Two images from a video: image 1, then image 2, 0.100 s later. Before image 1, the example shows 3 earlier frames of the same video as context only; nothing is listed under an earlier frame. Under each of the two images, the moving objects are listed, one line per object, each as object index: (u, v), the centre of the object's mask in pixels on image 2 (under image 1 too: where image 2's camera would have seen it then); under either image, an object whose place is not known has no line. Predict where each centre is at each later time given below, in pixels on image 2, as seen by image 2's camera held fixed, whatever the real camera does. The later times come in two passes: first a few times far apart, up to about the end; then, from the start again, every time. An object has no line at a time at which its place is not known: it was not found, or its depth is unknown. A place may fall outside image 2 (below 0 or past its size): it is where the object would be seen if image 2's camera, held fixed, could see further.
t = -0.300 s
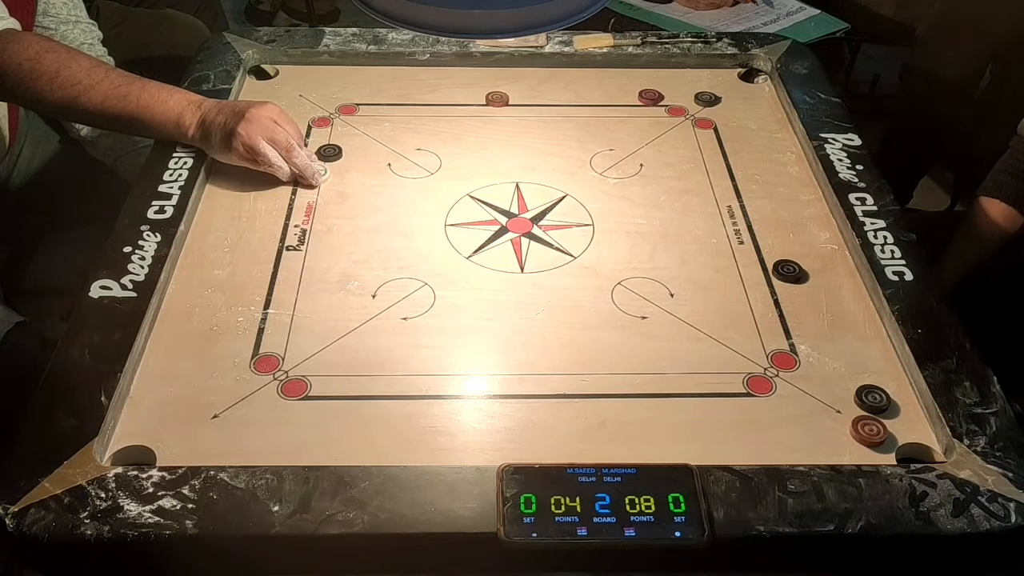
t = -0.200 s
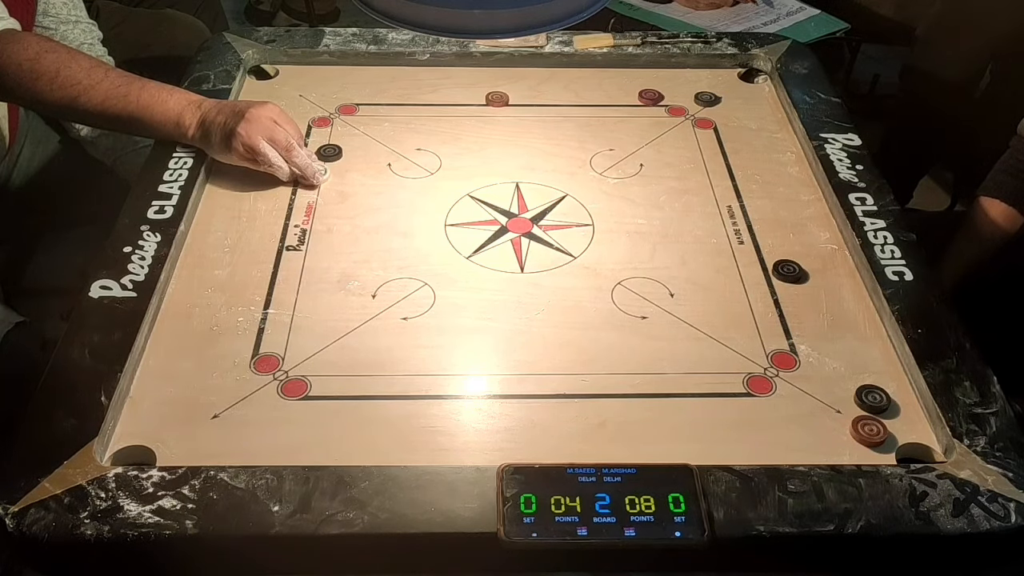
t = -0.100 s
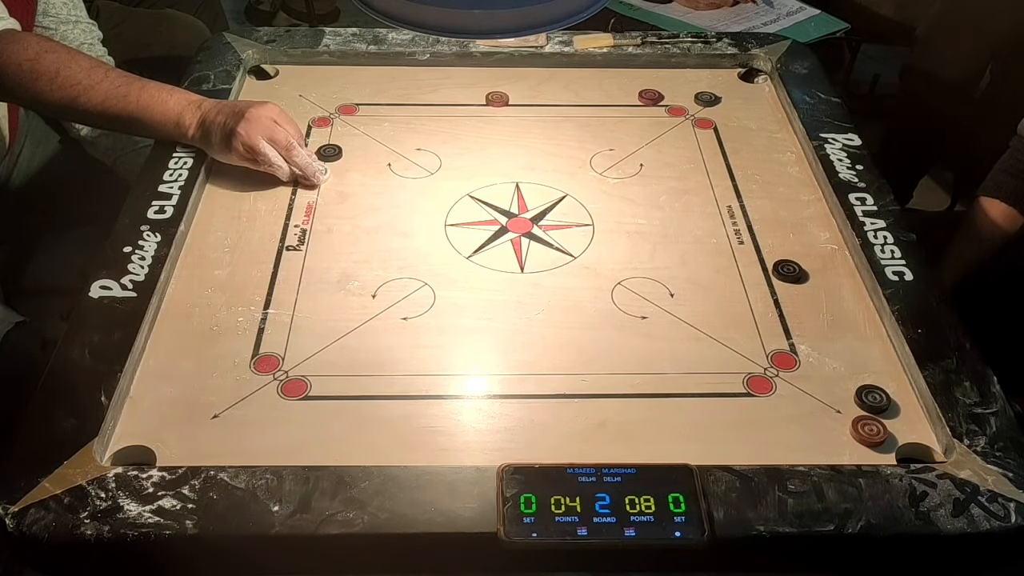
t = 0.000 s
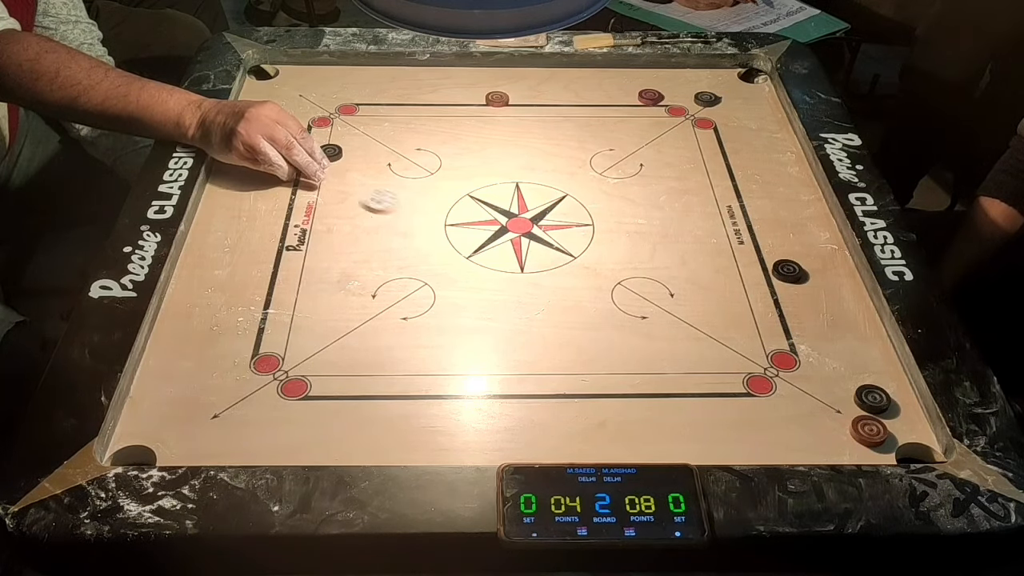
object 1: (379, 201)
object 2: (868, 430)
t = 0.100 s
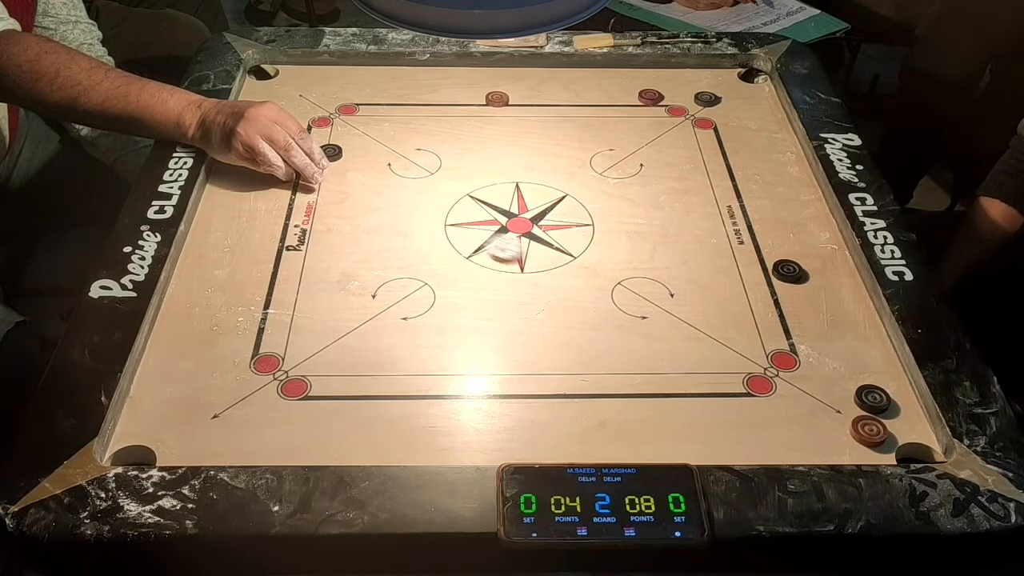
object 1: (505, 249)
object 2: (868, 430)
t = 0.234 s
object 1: (683, 317)
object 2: (868, 430)
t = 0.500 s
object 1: (850, 391)
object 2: (836, 423)
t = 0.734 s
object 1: (786, 386)
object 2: (781, 430)
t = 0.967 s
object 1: (783, 385)
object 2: (781, 430)
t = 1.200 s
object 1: (783, 385)
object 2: (781, 430)
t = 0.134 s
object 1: (551, 265)
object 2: (868, 430)
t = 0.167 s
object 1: (592, 283)
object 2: (868, 430)
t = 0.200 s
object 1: (635, 299)
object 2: (868, 430)
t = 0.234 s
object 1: (683, 317)
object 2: (868, 430)
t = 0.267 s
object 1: (726, 334)
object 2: (868, 430)
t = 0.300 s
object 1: (772, 351)
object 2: (868, 430)
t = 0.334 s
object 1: (817, 367)
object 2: (868, 430)
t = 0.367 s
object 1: (854, 379)
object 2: (868, 430)
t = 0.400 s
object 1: (880, 384)
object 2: (868, 431)
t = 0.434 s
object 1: (883, 387)
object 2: (859, 429)
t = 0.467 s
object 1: (866, 390)
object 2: (851, 428)
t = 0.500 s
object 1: (850, 391)
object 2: (836, 423)
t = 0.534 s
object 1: (836, 391)
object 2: (824, 418)
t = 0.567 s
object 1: (823, 391)
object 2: (811, 421)
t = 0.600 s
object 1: (813, 389)
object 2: (801, 424)
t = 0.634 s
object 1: (803, 389)
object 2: (793, 427)
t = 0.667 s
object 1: (796, 387)
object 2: (787, 428)
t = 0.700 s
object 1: (790, 386)
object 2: (783, 430)
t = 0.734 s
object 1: (786, 386)
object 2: (781, 430)
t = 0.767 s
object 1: (784, 385)
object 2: (781, 430)
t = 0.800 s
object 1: (783, 385)
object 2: (781, 430)
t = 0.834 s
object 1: (783, 385)
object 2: (781, 430)
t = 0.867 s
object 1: (783, 385)
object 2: (781, 430)
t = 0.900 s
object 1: (783, 385)
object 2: (781, 430)
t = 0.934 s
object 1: (783, 385)
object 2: (781, 430)
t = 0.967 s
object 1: (783, 385)
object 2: (781, 430)
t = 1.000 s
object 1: (783, 385)
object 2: (781, 430)
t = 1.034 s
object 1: (783, 385)
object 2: (781, 430)
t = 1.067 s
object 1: (783, 385)
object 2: (781, 430)
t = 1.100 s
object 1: (783, 385)
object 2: (781, 430)
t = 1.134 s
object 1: (783, 385)
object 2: (781, 430)
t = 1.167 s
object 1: (783, 385)
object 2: (781, 430)
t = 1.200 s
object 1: (783, 385)
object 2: (781, 430)
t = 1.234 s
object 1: (783, 385)
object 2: (781, 430)
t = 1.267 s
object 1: (783, 385)
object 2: (781, 430)
